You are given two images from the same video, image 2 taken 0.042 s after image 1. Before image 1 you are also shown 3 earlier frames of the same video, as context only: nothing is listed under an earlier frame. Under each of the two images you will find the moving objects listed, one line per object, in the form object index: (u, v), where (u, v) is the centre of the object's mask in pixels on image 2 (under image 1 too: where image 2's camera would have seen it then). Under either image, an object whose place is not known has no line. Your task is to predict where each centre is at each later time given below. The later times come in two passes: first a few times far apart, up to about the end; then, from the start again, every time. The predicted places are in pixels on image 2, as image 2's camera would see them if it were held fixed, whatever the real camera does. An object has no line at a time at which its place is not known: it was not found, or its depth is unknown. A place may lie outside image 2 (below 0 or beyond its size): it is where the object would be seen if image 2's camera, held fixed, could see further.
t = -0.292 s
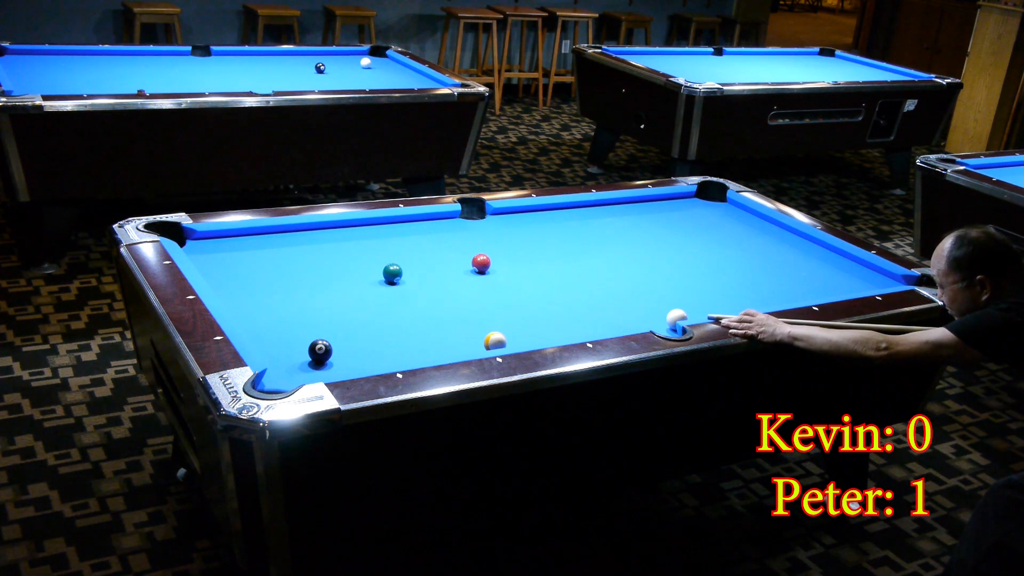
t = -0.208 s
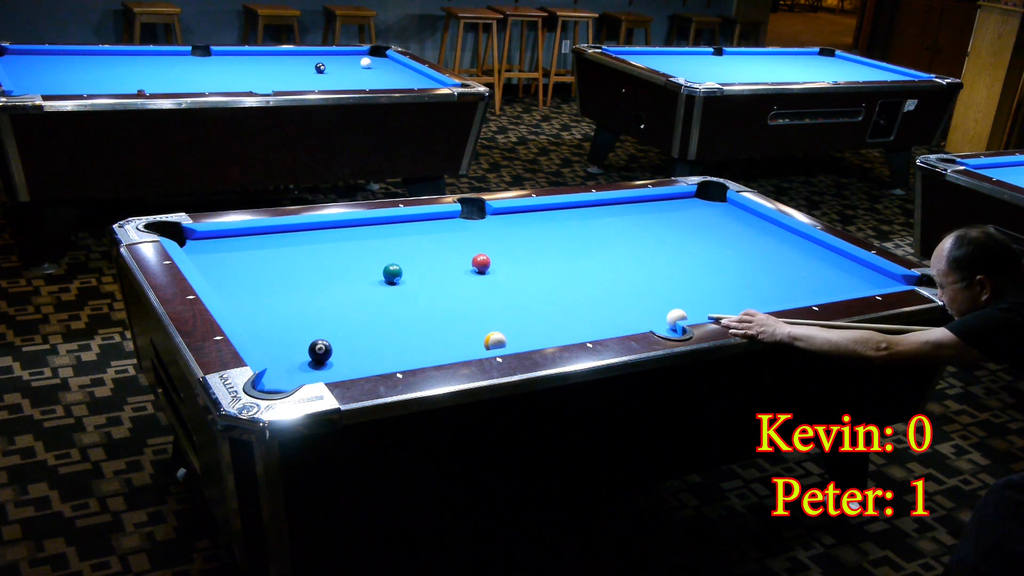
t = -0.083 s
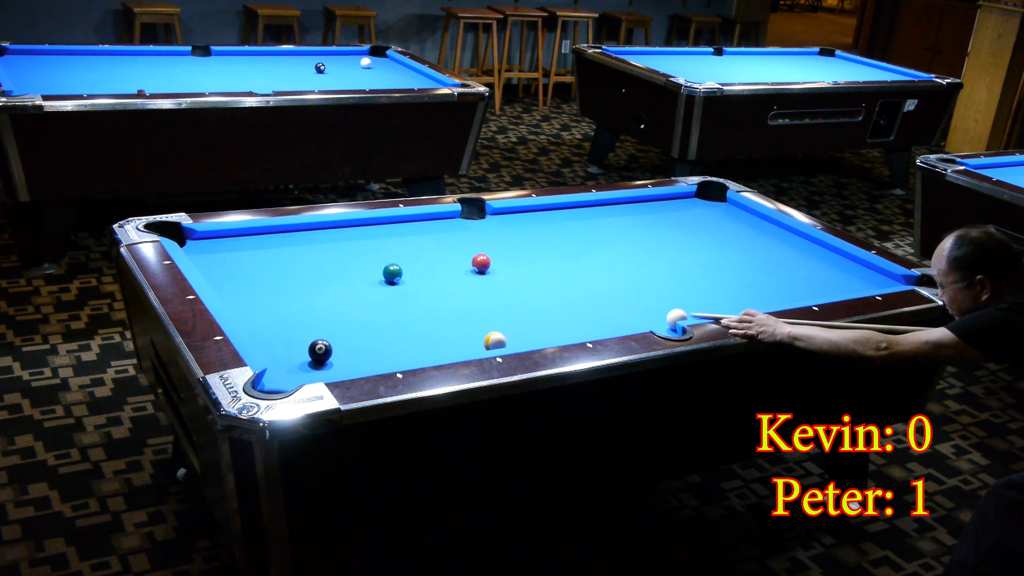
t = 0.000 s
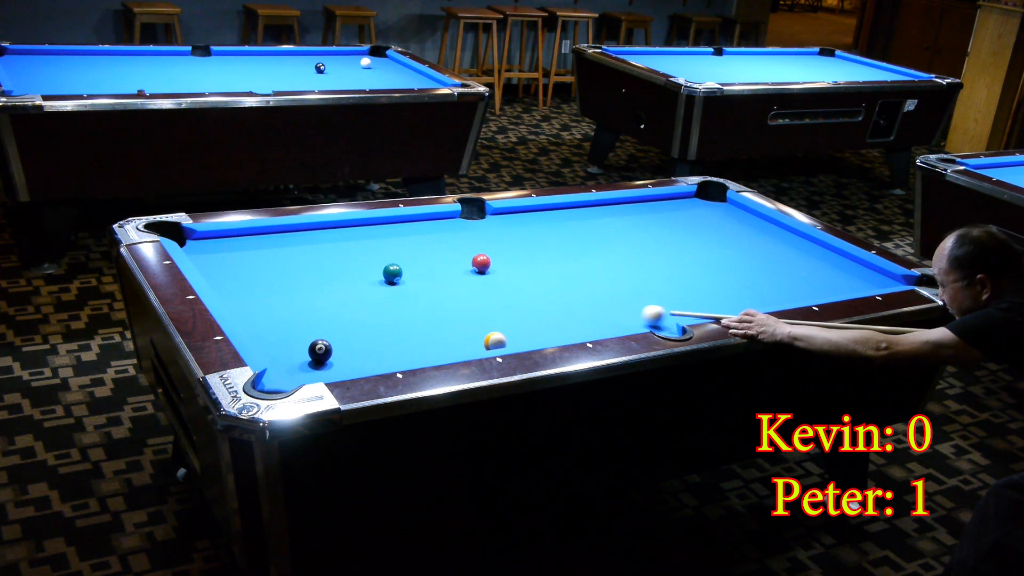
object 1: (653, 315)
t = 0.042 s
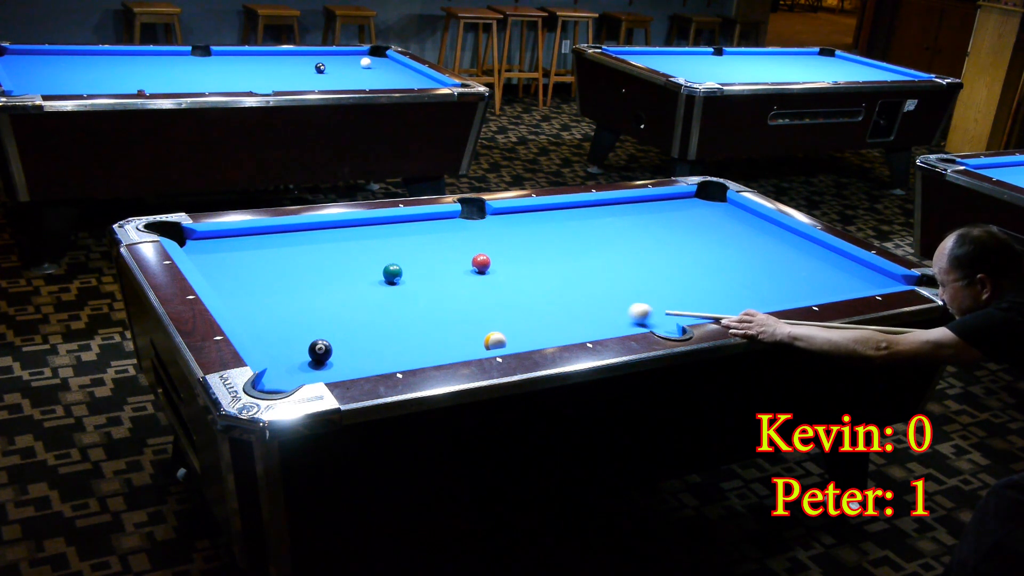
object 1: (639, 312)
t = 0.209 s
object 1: (587, 305)
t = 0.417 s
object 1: (524, 295)
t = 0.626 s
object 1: (463, 285)
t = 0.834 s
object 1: (411, 277)
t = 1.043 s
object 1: (399, 276)
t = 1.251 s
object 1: (387, 275)
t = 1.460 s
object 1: (377, 274)
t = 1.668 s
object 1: (368, 273)
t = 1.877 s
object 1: (360, 272)
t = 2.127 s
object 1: (354, 272)
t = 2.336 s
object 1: (350, 271)
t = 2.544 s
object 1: (348, 271)
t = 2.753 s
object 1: (348, 271)
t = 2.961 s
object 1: (349, 272)
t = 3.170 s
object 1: (349, 272)
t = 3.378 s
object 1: (348, 271)
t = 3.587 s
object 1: (348, 271)
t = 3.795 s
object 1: (348, 272)
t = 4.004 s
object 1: (348, 271)
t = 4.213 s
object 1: (348, 271)
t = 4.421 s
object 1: (348, 272)
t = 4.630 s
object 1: (348, 272)
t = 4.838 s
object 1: (348, 271)
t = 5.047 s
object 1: (348, 271)
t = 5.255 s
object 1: (348, 271)
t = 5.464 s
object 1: (348, 271)
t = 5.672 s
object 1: (348, 271)
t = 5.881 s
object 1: (348, 271)
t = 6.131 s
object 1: (348, 271)
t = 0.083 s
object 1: (627, 311)
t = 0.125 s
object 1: (613, 308)
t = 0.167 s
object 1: (600, 307)
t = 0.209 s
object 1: (587, 305)
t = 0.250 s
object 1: (574, 302)
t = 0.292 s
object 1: (562, 300)
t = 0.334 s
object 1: (549, 298)
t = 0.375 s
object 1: (536, 296)
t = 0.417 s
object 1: (524, 295)
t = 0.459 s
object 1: (512, 292)
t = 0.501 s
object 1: (499, 290)
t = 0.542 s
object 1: (487, 289)
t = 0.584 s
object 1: (475, 286)
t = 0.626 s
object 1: (463, 285)
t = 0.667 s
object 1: (451, 282)
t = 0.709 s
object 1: (440, 281)
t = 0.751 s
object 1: (428, 279)
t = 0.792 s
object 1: (417, 277)
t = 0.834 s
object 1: (411, 277)
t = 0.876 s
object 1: (410, 277)
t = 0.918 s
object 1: (407, 277)
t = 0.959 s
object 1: (405, 276)
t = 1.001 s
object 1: (402, 276)
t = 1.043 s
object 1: (399, 276)
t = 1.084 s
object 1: (397, 276)
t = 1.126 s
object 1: (394, 275)
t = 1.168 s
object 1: (392, 275)
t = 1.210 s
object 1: (390, 275)
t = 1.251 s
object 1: (387, 275)
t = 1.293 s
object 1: (385, 274)
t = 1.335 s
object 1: (383, 274)
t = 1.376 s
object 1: (381, 274)
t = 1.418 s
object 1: (379, 274)
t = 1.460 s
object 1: (377, 274)
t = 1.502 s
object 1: (375, 274)
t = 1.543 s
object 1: (373, 273)
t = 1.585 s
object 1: (371, 273)
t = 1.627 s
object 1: (370, 273)
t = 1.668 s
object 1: (368, 273)
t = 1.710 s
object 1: (366, 273)
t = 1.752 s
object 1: (365, 273)
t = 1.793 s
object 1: (363, 272)
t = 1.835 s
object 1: (362, 272)
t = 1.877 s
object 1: (360, 272)
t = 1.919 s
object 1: (359, 272)
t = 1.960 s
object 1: (358, 272)
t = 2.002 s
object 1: (357, 272)
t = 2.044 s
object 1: (356, 272)
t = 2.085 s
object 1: (355, 272)
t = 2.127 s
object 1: (354, 272)
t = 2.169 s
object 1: (353, 272)
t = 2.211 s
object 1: (352, 272)
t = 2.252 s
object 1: (351, 272)
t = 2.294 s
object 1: (350, 272)
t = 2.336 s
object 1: (350, 271)
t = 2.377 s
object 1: (349, 271)
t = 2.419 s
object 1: (349, 272)
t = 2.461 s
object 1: (348, 271)
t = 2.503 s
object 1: (348, 271)
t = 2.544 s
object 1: (348, 271)
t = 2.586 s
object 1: (348, 271)
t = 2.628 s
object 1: (348, 271)
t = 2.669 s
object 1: (348, 271)
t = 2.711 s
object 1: (348, 271)
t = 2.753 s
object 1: (348, 271)
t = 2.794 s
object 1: (348, 271)
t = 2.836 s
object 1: (348, 272)
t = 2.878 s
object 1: (348, 272)
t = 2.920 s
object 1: (348, 272)
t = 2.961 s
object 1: (349, 272)
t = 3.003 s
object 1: (349, 272)
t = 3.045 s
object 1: (349, 271)
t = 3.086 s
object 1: (349, 272)
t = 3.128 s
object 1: (349, 272)
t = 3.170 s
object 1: (349, 272)
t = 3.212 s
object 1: (348, 271)
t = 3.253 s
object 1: (349, 271)
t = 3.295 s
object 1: (349, 271)
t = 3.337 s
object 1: (349, 271)
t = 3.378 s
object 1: (348, 271)
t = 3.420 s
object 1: (349, 271)
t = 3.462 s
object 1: (348, 271)
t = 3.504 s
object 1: (348, 272)
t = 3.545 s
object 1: (348, 271)
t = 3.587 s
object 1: (348, 271)
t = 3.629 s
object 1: (348, 271)
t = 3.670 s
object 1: (348, 271)
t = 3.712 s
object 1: (348, 271)
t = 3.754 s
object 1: (348, 271)
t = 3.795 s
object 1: (348, 272)
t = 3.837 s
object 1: (348, 271)
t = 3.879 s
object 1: (348, 271)
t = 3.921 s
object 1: (348, 272)
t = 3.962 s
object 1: (348, 271)
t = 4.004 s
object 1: (348, 271)
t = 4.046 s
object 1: (348, 271)
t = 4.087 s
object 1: (348, 271)
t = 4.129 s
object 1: (348, 272)
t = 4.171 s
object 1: (348, 271)
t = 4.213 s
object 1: (348, 271)
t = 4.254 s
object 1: (348, 271)
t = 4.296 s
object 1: (348, 272)
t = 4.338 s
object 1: (348, 272)
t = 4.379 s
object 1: (348, 272)
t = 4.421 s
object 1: (348, 272)
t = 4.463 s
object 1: (348, 272)
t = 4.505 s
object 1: (348, 271)
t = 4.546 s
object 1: (348, 272)
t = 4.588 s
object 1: (348, 272)
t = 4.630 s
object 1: (348, 272)
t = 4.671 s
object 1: (348, 271)
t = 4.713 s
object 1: (348, 271)
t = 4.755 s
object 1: (348, 272)
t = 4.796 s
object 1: (348, 272)
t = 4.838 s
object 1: (348, 271)
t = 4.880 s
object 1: (348, 271)
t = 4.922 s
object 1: (348, 271)
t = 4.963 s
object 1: (348, 271)
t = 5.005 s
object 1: (348, 271)
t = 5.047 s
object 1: (348, 271)
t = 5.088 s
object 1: (348, 271)
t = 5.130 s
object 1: (348, 272)
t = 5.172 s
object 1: (348, 271)
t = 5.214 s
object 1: (348, 271)
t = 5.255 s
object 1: (348, 271)
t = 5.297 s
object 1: (348, 271)
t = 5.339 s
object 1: (348, 271)
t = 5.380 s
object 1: (348, 271)
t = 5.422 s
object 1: (348, 271)
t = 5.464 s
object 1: (348, 271)
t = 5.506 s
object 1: (348, 271)
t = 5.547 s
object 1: (349, 272)
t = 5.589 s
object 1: (348, 271)
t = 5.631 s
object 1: (348, 271)
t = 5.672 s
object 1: (348, 271)
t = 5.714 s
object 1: (349, 271)
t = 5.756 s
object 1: (348, 271)
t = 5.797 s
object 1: (348, 271)
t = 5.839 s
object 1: (348, 271)
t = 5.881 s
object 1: (348, 271)
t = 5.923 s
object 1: (348, 271)
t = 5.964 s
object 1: (349, 272)
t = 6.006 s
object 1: (348, 272)
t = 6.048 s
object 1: (348, 271)
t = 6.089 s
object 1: (348, 271)
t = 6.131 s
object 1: (348, 271)
